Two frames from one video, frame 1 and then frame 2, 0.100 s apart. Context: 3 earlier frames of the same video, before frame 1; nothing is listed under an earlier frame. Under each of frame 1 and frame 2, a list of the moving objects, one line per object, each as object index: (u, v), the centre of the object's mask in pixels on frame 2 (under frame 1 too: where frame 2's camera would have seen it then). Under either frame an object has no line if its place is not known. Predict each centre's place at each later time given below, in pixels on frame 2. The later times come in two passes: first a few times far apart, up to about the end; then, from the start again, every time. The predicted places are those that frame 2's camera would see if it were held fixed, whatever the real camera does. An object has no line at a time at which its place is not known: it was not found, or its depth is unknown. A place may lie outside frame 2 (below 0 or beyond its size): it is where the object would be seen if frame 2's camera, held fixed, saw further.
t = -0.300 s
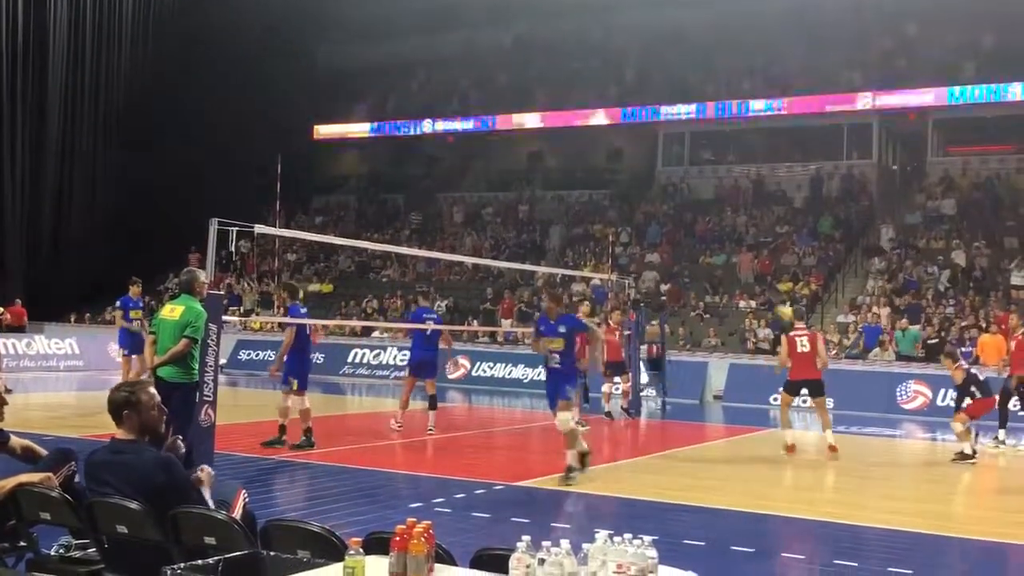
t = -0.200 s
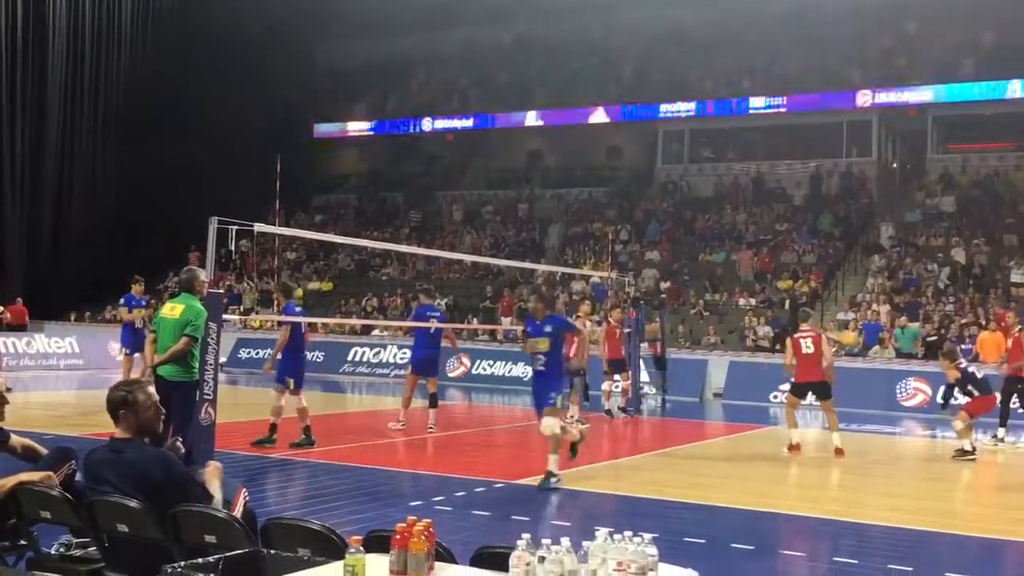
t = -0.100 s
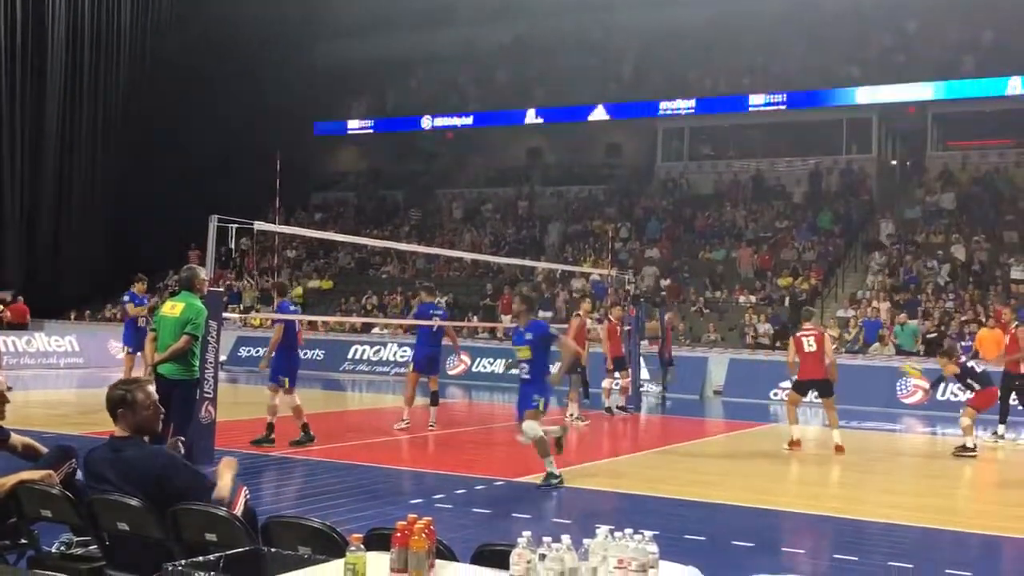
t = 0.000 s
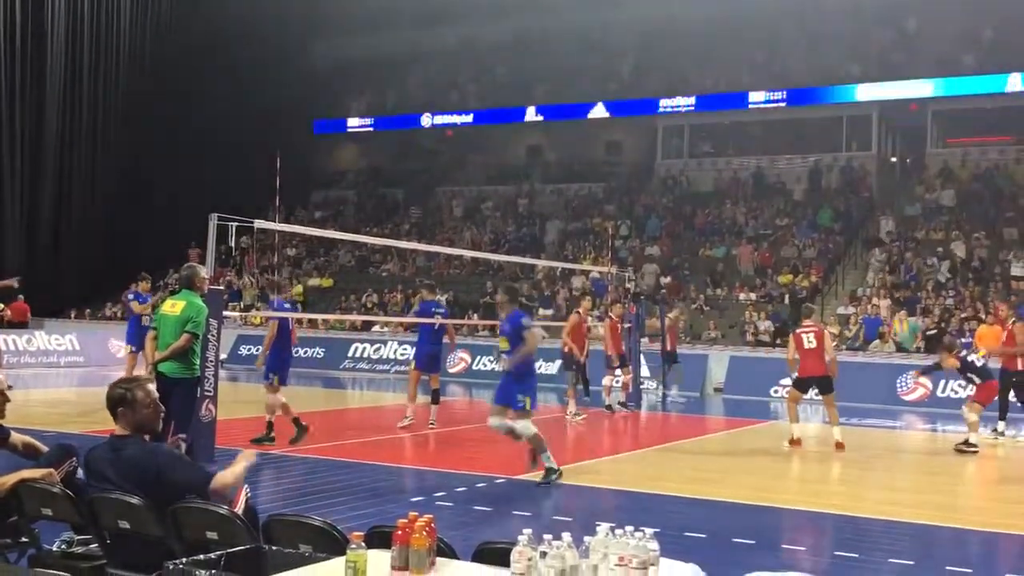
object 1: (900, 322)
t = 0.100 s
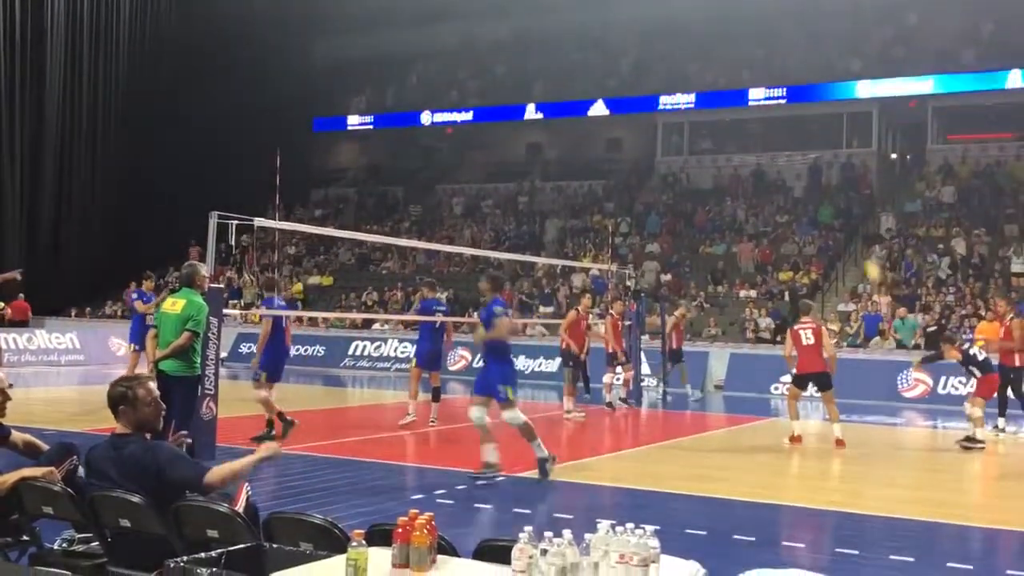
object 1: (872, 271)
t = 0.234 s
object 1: (837, 215)
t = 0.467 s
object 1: (779, 148)
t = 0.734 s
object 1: (717, 121)
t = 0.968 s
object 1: (665, 133)
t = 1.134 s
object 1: (629, 164)
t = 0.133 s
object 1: (863, 254)
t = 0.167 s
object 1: (854, 241)
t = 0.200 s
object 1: (845, 227)
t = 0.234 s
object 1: (837, 215)
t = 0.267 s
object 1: (828, 202)
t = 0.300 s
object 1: (820, 192)
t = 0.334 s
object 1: (811, 181)
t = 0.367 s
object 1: (803, 171)
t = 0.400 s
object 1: (795, 162)
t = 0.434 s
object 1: (787, 155)
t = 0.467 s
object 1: (779, 148)
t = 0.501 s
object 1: (771, 142)
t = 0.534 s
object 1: (763, 136)
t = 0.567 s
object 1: (754, 132)
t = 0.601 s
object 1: (747, 129)
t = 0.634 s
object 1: (739, 126)
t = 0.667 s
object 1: (731, 123)
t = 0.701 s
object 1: (724, 121)
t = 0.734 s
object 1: (717, 121)
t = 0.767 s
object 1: (709, 121)
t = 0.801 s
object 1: (702, 121)
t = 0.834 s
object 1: (694, 122)
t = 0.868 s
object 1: (687, 125)
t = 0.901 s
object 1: (679, 127)
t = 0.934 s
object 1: (671, 130)
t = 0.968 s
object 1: (665, 133)
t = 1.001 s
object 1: (658, 138)
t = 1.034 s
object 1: (651, 143)
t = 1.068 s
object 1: (644, 150)
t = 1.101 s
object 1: (636, 157)
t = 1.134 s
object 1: (629, 164)
